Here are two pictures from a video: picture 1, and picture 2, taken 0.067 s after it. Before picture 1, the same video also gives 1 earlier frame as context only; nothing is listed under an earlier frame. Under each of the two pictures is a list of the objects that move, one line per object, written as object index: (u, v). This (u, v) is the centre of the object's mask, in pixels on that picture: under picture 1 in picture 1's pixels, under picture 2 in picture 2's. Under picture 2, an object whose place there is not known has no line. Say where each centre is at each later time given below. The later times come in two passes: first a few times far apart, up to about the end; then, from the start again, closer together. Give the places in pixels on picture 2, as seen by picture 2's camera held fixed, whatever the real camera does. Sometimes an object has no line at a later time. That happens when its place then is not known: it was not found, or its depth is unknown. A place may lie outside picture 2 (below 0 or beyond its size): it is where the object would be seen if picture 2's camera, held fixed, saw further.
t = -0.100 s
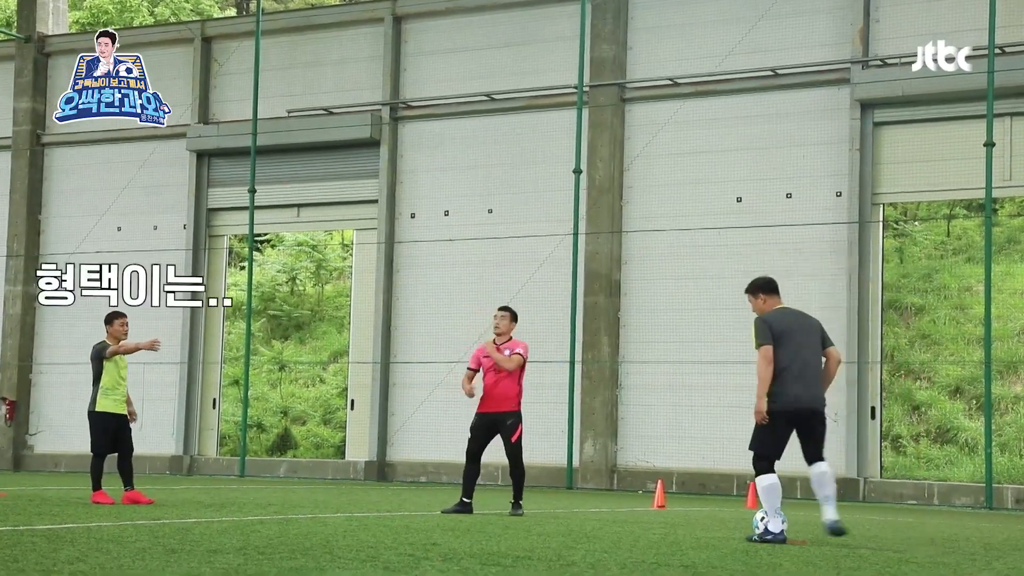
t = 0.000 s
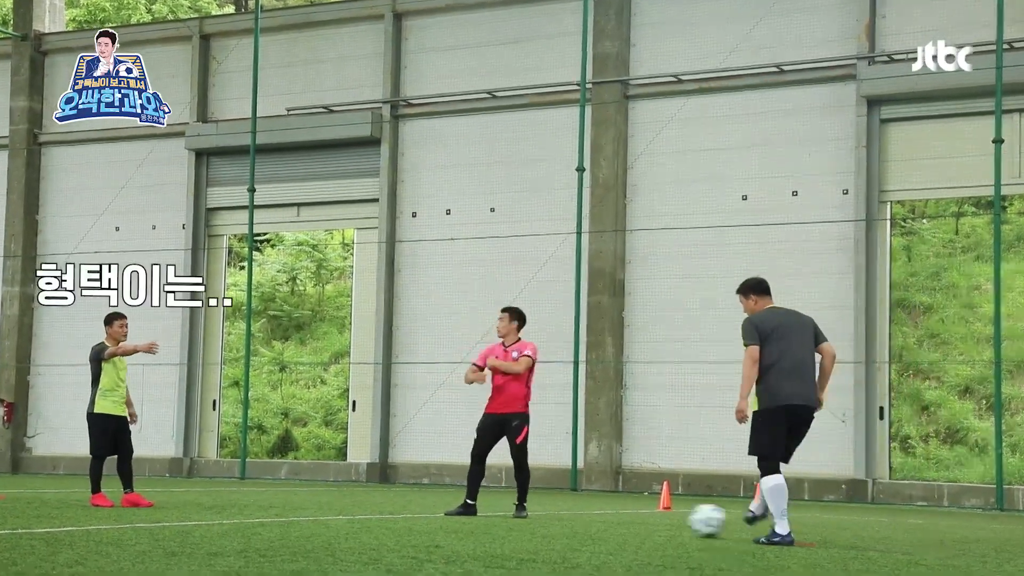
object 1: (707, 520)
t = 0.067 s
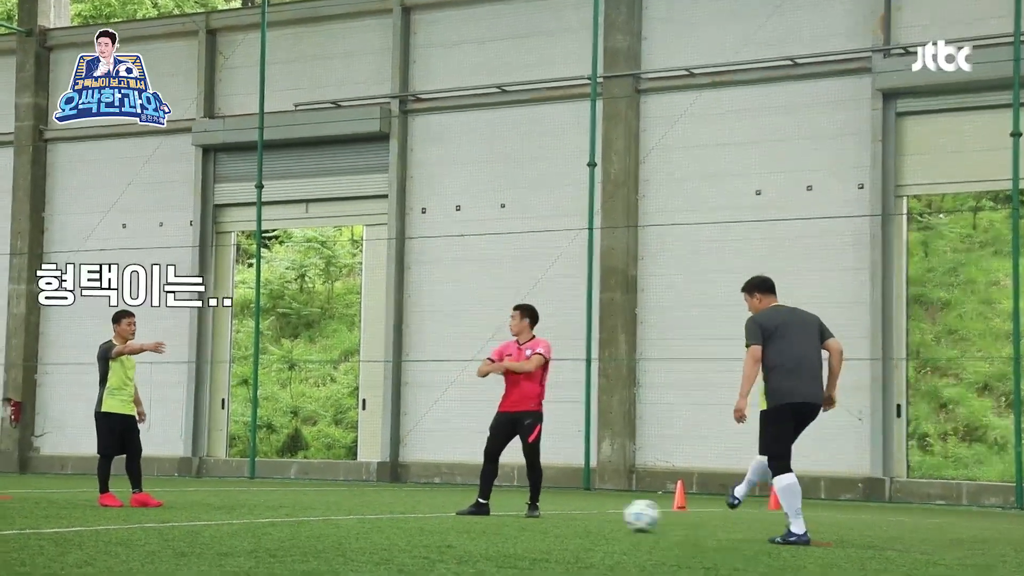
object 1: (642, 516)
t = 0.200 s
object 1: (505, 510)
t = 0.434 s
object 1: (328, 502)
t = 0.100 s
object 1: (605, 513)
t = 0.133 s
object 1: (570, 512)
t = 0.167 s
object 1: (536, 511)
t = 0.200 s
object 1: (505, 510)
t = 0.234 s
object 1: (476, 508)
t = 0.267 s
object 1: (450, 506)
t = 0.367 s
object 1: (374, 503)
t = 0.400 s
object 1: (351, 503)
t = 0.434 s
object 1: (328, 502)
